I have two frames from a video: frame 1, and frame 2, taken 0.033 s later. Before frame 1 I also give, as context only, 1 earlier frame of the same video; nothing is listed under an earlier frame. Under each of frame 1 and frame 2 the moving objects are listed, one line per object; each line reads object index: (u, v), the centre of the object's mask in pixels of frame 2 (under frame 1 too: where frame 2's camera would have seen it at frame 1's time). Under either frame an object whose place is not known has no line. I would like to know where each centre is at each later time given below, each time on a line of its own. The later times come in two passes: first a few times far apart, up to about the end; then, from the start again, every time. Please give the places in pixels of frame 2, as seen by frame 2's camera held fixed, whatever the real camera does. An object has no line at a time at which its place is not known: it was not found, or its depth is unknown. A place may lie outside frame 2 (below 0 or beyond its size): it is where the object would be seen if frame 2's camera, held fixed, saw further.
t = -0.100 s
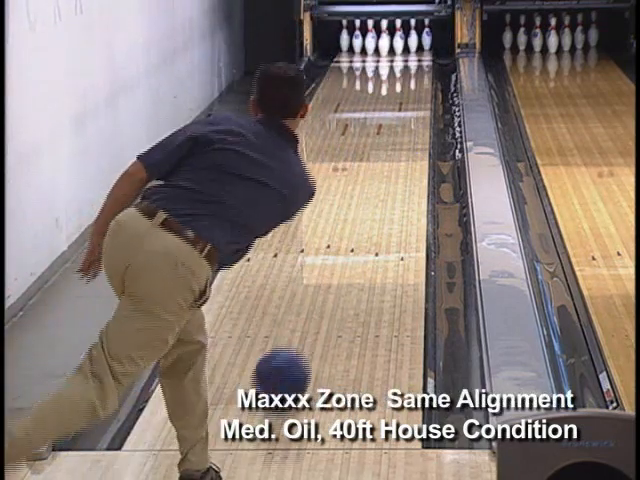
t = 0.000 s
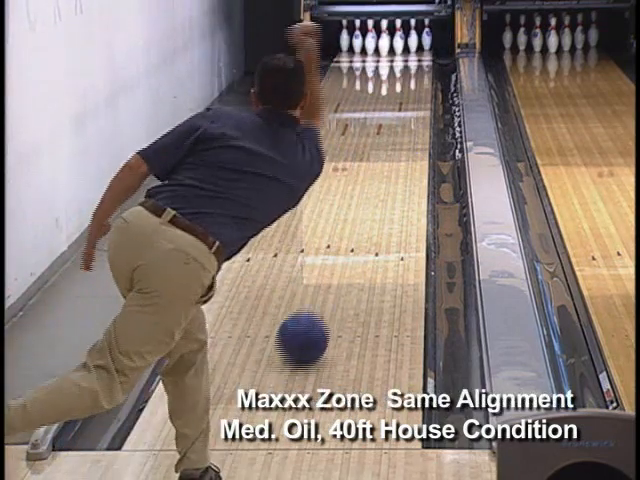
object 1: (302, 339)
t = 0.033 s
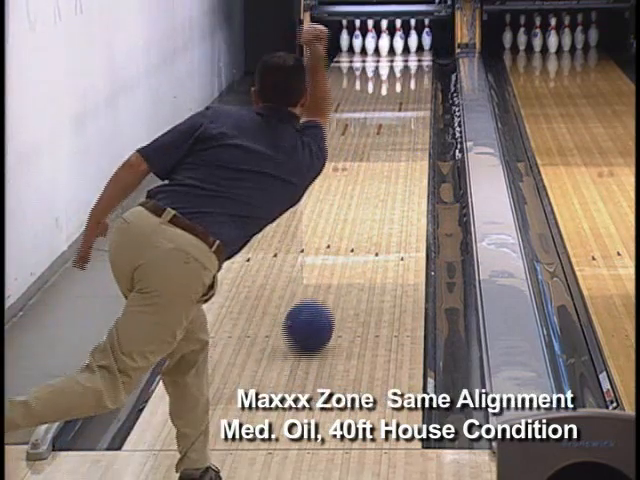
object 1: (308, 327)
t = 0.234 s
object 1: (339, 266)
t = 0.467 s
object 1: (366, 213)
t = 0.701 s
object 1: (385, 174)
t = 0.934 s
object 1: (399, 142)
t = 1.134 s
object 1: (406, 120)
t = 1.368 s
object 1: (409, 100)
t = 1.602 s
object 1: (408, 83)
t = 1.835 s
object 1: (401, 68)
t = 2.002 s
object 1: (392, 60)
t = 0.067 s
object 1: (314, 315)
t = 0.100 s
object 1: (319, 305)
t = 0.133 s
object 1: (325, 295)
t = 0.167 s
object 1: (330, 285)
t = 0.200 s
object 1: (334, 276)
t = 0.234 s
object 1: (339, 266)
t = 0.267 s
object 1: (343, 258)
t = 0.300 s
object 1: (347, 250)
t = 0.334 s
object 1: (352, 241)
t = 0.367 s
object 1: (355, 234)
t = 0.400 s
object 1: (359, 228)
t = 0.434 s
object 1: (363, 222)
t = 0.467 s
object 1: (366, 213)
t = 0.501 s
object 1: (369, 207)
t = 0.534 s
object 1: (372, 201)
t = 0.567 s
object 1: (374, 196)
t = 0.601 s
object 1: (377, 190)
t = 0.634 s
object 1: (380, 184)
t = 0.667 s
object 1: (382, 179)
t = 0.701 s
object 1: (385, 174)
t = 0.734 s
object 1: (387, 169)
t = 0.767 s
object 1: (389, 164)
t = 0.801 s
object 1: (391, 160)
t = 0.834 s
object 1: (393, 155)
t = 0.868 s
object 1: (395, 150)
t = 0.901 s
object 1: (397, 146)
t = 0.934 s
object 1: (399, 142)
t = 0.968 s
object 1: (400, 138)
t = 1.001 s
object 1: (401, 134)
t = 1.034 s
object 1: (403, 130)
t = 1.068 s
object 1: (404, 127)
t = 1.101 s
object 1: (405, 124)
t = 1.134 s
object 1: (406, 120)
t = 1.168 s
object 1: (407, 117)
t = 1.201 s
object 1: (408, 114)
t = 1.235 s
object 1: (408, 111)
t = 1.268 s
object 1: (409, 108)
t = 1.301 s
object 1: (409, 105)
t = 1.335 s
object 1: (409, 102)
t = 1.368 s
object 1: (409, 100)
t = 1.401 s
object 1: (409, 97)
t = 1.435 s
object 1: (409, 95)
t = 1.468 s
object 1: (409, 92)
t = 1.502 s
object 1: (409, 89)
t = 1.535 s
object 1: (409, 87)
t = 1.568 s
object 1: (408, 85)
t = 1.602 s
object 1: (408, 83)
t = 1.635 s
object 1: (407, 81)
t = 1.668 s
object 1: (406, 78)
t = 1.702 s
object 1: (406, 76)
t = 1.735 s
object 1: (405, 74)
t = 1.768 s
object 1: (403, 72)
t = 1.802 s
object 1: (402, 70)
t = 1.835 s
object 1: (401, 68)
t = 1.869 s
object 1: (399, 67)
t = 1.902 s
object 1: (398, 66)
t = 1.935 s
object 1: (395, 63)
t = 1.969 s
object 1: (394, 62)
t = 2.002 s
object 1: (392, 60)
